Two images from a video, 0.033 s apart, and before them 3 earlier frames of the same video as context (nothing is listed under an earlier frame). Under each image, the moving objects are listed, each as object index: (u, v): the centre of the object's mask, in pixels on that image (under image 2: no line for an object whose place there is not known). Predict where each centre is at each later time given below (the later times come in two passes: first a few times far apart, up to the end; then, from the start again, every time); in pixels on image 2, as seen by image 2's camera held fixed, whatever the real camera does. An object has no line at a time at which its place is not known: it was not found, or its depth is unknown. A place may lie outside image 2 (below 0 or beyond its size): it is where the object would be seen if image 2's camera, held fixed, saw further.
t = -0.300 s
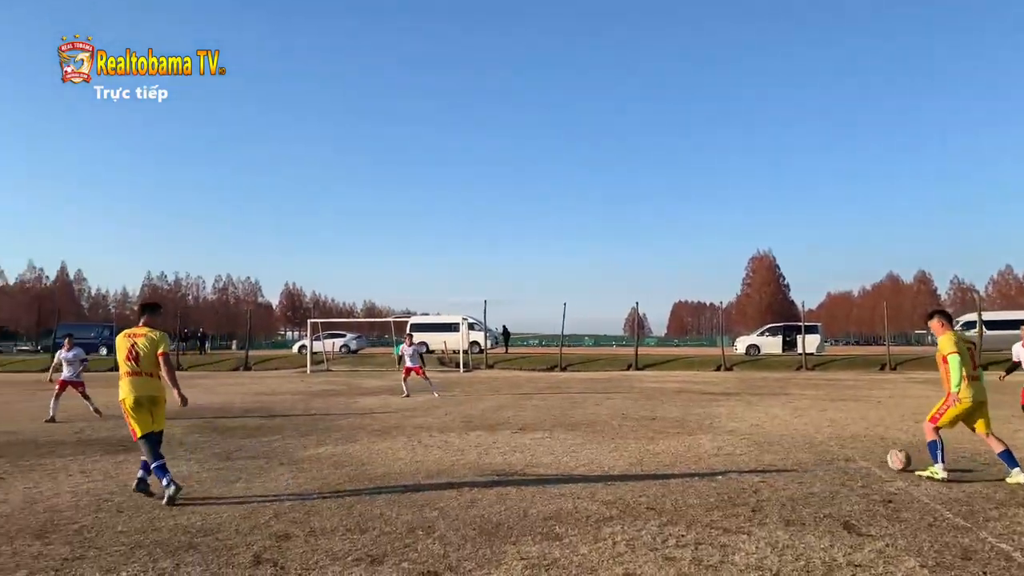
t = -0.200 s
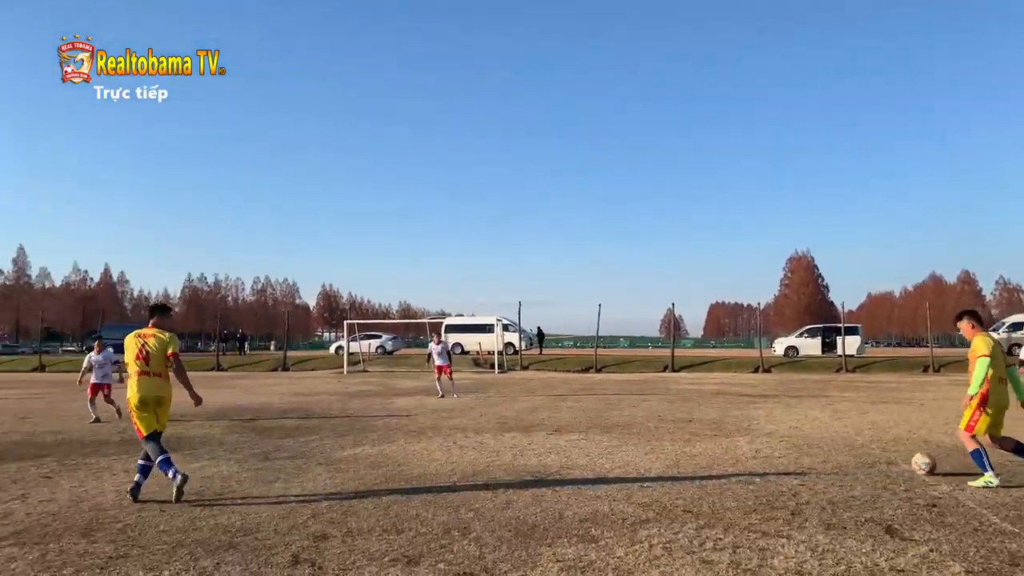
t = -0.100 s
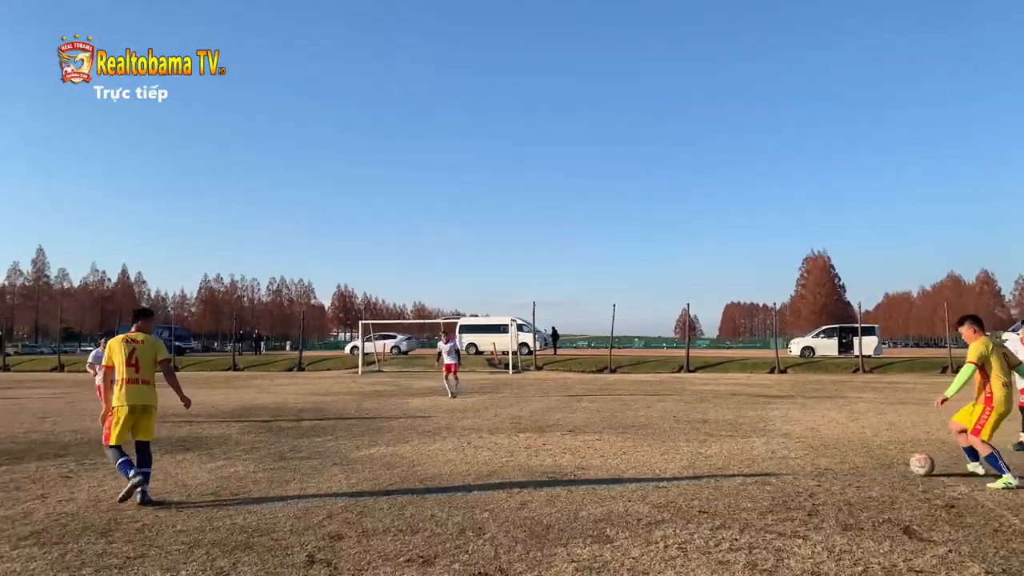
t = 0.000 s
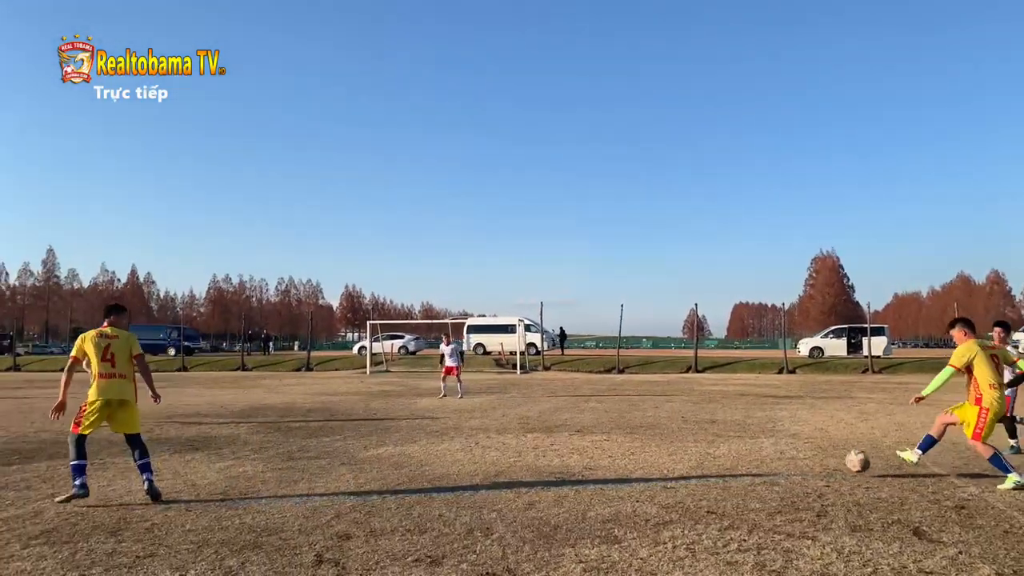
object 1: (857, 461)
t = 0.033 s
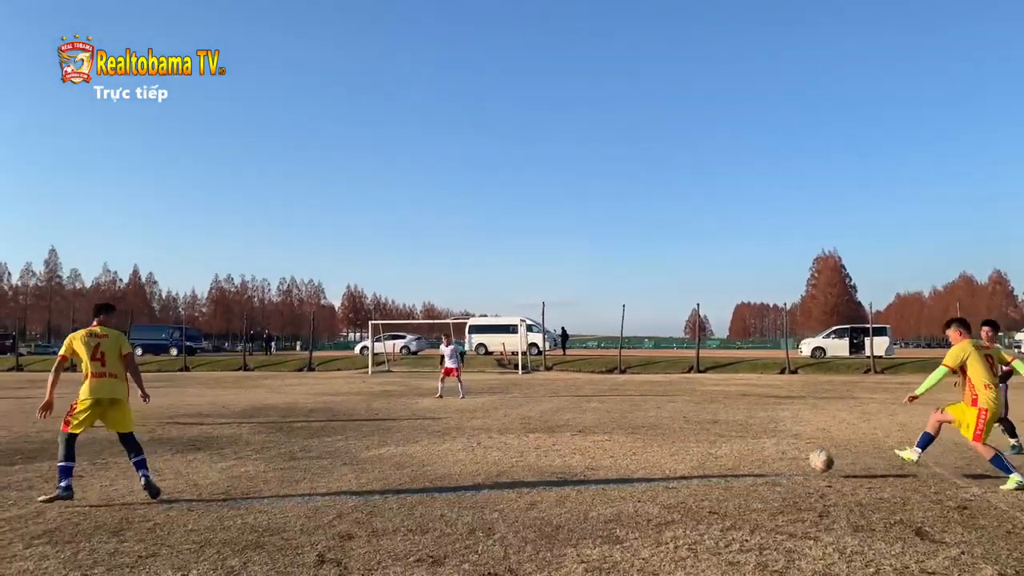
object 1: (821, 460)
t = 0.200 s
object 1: (636, 464)
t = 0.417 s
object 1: (434, 463)
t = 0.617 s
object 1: (268, 462)
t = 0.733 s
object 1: (176, 466)
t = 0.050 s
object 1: (802, 461)
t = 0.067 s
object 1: (782, 461)
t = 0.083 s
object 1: (763, 463)
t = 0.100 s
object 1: (744, 464)
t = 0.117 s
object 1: (725, 465)
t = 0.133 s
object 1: (706, 465)
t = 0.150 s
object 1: (689, 466)
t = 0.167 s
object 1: (671, 465)
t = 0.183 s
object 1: (653, 464)
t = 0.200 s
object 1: (636, 464)
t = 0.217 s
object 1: (619, 464)
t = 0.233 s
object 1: (602, 465)
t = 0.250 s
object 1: (584, 465)
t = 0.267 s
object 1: (567, 467)
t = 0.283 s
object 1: (551, 467)
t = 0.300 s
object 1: (537, 465)
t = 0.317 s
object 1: (523, 464)
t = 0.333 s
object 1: (507, 462)
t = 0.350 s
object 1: (493, 462)
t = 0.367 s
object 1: (477, 462)
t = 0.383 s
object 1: (463, 462)
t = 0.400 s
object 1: (448, 463)
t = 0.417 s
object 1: (434, 463)
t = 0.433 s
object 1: (420, 464)
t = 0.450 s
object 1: (405, 465)
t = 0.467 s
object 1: (390, 467)
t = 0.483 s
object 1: (375, 470)
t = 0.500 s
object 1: (360, 472)
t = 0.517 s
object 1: (347, 471)
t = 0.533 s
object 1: (335, 470)
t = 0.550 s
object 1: (321, 467)
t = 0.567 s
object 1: (308, 465)
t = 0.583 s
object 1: (294, 464)
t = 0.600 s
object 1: (281, 464)
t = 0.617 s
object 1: (268, 462)
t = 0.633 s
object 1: (255, 463)
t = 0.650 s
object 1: (241, 461)
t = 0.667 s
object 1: (229, 462)
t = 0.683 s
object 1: (214, 463)
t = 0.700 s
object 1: (202, 464)
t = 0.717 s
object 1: (189, 465)
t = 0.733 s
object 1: (176, 466)
